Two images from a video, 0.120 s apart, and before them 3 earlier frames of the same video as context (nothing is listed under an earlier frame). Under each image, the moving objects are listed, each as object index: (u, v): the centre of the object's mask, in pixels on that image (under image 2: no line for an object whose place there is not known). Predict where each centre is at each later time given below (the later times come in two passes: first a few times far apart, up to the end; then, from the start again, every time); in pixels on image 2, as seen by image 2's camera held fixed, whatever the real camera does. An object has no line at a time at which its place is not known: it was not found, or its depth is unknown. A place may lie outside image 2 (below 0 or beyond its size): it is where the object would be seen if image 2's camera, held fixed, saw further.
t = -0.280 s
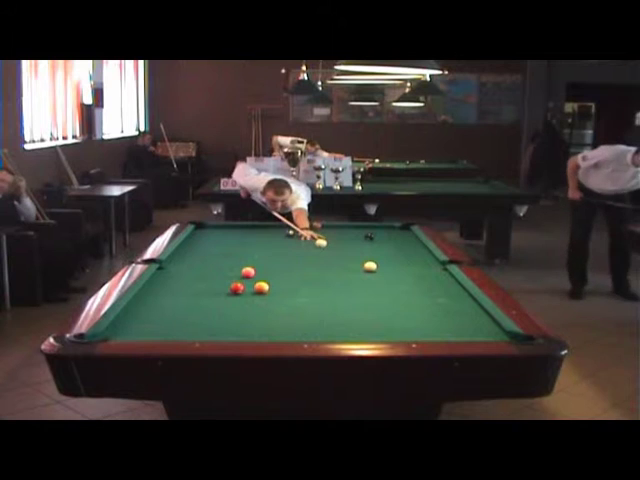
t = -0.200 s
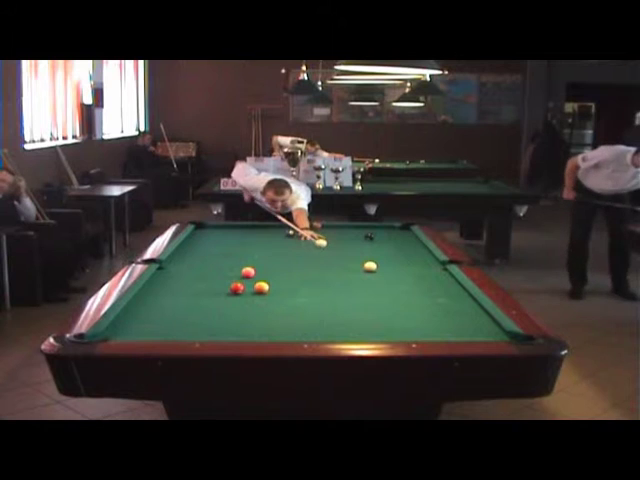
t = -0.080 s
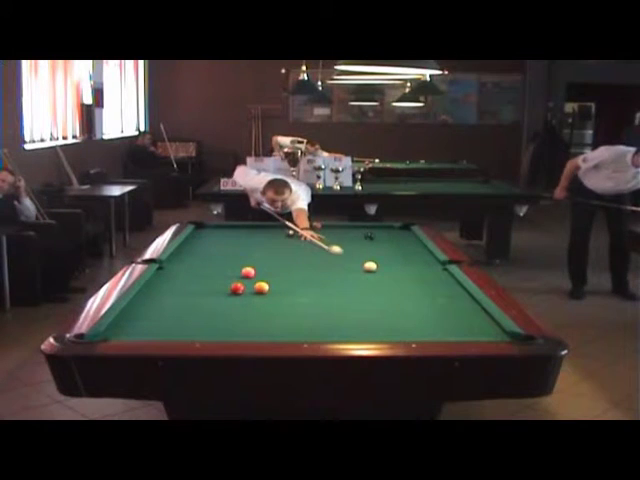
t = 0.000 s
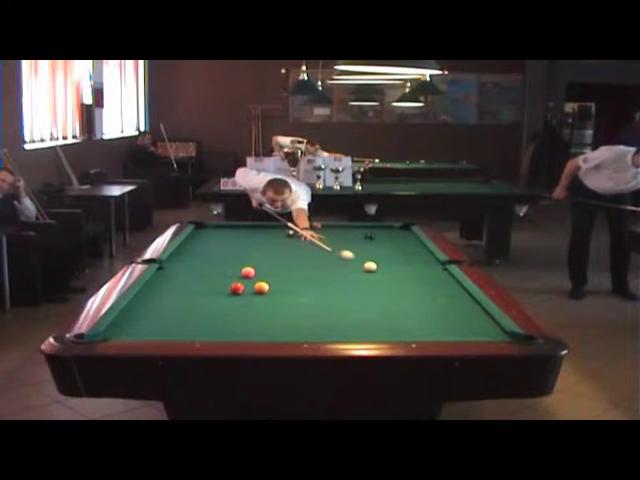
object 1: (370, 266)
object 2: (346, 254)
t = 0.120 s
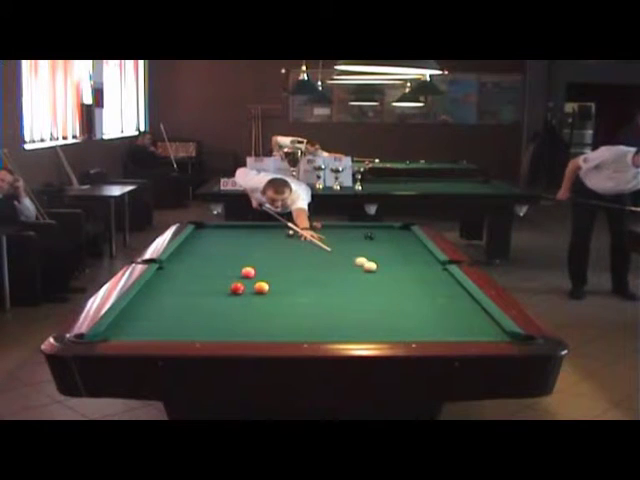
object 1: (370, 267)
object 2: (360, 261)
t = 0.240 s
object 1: (376, 271)
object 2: (369, 264)
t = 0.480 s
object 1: (391, 280)
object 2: (382, 267)
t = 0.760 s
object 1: (409, 292)
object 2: (395, 270)
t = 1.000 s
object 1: (427, 303)
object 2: (407, 273)
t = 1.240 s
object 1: (445, 316)
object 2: (418, 275)
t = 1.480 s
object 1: (466, 328)
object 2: (428, 277)
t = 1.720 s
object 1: (481, 333)
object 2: (437, 279)
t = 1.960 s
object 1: (484, 327)
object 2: (444, 281)
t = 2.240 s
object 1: (486, 319)
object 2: (453, 282)
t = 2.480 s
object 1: (478, 314)
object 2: (452, 283)
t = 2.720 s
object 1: (470, 310)
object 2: (451, 283)
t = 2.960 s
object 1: (463, 306)
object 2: (451, 283)
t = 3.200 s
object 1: (458, 303)
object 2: (451, 283)
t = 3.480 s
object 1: (452, 301)
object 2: (451, 283)
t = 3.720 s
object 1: (448, 299)
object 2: (451, 283)
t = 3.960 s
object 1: (445, 297)
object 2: (451, 283)
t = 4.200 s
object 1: (442, 296)
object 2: (451, 283)
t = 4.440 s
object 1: (440, 294)
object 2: (451, 283)
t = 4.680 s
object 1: (440, 294)
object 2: (451, 283)
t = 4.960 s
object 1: (440, 294)
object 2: (452, 283)
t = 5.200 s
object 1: (440, 294)
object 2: (451, 283)
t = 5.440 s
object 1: (441, 294)
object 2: (452, 283)
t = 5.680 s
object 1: (440, 294)
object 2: (451, 283)
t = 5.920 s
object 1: (440, 294)
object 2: (451, 283)
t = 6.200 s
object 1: (440, 294)
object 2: (451, 283)
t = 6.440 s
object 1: (440, 293)
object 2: (451, 283)
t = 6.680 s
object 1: (440, 294)
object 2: (451, 283)
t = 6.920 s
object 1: (441, 294)
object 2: (451, 283)
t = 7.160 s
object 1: (441, 294)
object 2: (451, 283)
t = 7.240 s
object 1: (441, 294)
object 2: (451, 283)
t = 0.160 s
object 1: (370, 267)
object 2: (364, 262)
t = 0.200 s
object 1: (373, 269)
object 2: (366, 263)
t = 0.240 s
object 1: (376, 271)
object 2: (369, 264)
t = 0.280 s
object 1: (378, 272)
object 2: (371, 265)
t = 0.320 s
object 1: (381, 274)
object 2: (373, 265)
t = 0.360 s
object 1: (383, 275)
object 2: (375, 266)
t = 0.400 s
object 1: (386, 276)
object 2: (377, 266)
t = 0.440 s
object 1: (388, 278)
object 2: (380, 267)
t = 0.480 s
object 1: (391, 280)
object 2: (382, 267)
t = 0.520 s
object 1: (393, 281)
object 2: (384, 268)
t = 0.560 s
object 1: (396, 283)
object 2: (385, 268)
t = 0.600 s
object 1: (398, 285)
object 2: (388, 269)
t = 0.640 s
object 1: (401, 287)
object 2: (390, 269)
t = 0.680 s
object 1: (404, 289)
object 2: (392, 270)
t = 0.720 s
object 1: (407, 290)
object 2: (394, 270)
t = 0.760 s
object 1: (409, 292)
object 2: (395, 270)
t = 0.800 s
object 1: (412, 294)
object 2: (397, 271)
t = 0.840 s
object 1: (415, 296)
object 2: (399, 272)
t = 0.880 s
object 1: (418, 298)
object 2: (401, 272)
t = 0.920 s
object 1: (421, 300)
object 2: (403, 272)
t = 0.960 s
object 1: (424, 301)
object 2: (405, 273)
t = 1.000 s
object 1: (427, 303)
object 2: (407, 273)
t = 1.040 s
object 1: (430, 305)
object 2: (409, 273)
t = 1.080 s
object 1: (433, 307)
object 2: (411, 274)
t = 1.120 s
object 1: (436, 310)
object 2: (412, 274)
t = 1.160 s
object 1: (439, 311)
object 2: (414, 275)
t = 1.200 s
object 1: (442, 313)
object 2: (416, 275)
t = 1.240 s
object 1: (445, 316)
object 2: (418, 275)
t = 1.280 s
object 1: (448, 318)
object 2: (419, 276)
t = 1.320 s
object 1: (452, 320)
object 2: (421, 276)
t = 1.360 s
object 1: (455, 322)
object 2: (423, 277)
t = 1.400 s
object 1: (459, 324)
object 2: (424, 277)
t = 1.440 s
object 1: (462, 326)
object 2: (426, 277)
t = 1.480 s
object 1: (466, 328)
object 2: (428, 277)
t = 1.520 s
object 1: (469, 330)
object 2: (429, 278)
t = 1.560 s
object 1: (472, 331)
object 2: (431, 278)
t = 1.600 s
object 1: (476, 333)
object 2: (432, 278)
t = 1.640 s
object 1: (479, 334)
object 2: (434, 279)
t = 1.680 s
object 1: (480, 334)
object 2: (435, 279)
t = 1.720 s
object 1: (481, 333)
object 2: (437, 279)
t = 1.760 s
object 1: (481, 332)
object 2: (438, 280)
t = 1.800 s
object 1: (482, 331)
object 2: (439, 280)
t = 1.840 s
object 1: (483, 330)
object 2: (440, 280)
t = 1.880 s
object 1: (483, 329)
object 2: (442, 280)
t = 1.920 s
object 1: (484, 328)
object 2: (443, 281)
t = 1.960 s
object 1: (484, 327)
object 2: (444, 281)
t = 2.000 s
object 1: (485, 325)
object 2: (445, 281)
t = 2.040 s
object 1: (485, 325)
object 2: (446, 282)
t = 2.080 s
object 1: (486, 323)
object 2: (448, 282)
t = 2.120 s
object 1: (486, 322)
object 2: (449, 282)
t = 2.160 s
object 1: (486, 321)
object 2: (450, 282)
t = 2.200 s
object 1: (487, 319)
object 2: (451, 282)
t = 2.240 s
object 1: (486, 319)
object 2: (453, 282)
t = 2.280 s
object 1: (484, 318)
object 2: (453, 282)
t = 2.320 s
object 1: (483, 317)
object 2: (453, 283)
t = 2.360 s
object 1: (482, 316)
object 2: (453, 283)
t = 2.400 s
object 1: (480, 316)
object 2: (453, 283)
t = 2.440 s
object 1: (479, 315)
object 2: (452, 283)
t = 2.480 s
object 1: (478, 314)
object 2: (452, 283)
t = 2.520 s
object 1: (476, 313)
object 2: (452, 283)
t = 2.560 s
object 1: (475, 312)
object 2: (452, 283)
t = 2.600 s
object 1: (474, 312)
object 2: (452, 283)
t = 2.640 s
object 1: (473, 311)
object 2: (451, 283)
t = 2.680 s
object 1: (471, 311)
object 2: (451, 283)
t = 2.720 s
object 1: (470, 310)
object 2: (451, 283)
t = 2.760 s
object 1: (469, 309)
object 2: (451, 283)
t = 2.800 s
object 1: (467, 309)
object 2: (451, 283)
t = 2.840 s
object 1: (466, 308)
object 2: (451, 283)
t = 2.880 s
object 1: (465, 308)
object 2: (451, 283)
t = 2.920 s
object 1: (464, 307)
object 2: (451, 283)
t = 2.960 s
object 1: (463, 306)
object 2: (451, 283)
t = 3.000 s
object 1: (462, 306)
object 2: (451, 283)
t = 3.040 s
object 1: (462, 305)
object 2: (451, 283)
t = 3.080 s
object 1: (461, 305)
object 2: (451, 283)
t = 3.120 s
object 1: (460, 304)
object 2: (451, 283)
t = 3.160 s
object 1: (459, 304)
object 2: (451, 283)
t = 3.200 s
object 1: (458, 303)
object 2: (451, 283)
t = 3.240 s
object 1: (457, 303)
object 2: (451, 283)
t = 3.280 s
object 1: (456, 302)
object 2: (451, 283)
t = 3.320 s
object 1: (455, 302)
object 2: (451, 283)
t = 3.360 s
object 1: (455, 302)
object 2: (451, 283)
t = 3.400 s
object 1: (454, 301)
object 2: (451, 283)
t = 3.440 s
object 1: (453, 301)
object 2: (451, 283)
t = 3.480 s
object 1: (452, 301)
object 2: (451, 283)
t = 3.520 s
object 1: (452, 300)
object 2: (451, 283)
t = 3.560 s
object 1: (451, 300)
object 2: (451, 283)
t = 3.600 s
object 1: (450, 300)
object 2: (451, 283)
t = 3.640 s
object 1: (449, 299)
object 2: (451, 283)
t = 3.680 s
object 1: (449, 299)
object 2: (451, 283)
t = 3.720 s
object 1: (448, 299)
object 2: (451, 283)
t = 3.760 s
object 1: (447, 298)
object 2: (451, 283)
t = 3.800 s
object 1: (447, 298)
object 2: (451, 283)
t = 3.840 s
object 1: (446, 298)
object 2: (451, 283)
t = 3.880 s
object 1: (446, 298)
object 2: (451, 283)
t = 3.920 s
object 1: (446, 297)
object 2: (451, 283)
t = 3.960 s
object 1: (445, 297)
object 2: (451, 283)
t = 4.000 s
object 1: (444, 296)
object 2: (451, 283)
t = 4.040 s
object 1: (444, 296)
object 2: (451, 283)
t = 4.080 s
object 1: (443, 296)
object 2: (451, 283)
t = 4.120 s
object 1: (443, 295)
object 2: (451, 283)
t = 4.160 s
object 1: (443, 296)
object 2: (451, 283)
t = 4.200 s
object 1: (442, 296)
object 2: (451, 283)
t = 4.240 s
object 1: (442, 295)
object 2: (451, 283)
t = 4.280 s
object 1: (441, 295)
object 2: (451, 283)
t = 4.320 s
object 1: (441, 295)
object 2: (451, 283)
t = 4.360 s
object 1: (441, 294)
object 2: (452, 283)
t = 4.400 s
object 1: (441, 294)
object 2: (452, 283)
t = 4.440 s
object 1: (440, 294)
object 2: (451, 283)
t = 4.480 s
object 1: (440, 294)
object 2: (451, 283)
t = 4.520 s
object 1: (440, 294)
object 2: (451, 283)
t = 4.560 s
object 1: (440, 294)
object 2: (452, 283)
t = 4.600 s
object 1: (440, 294)
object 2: (452, 283)
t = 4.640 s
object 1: (440, 294)
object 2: (452, 283)
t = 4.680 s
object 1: (440, 294)
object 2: (451, 283)
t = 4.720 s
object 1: (440, 293)
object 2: (451, 283)
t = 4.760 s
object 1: (440, 294)
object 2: (451, 283)
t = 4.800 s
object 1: (440, 294)
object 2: (451, 283)
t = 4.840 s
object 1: (440, 294)
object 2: (451, 283)
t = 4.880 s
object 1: (440, 294)
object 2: (451, 283)
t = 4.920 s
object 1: (440, 294)
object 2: (451, 283)
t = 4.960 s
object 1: (440, 294)
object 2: (452, 283)
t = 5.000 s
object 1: (440, 294)
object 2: (451, 283)
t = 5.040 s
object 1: (440, 294)
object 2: (451, 284)
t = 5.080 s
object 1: (440, 294)
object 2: (451, 283)
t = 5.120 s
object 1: (440, 294)
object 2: (451, 283)
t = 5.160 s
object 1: (440, 294)
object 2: (452, 283)
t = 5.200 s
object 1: (440, 294)
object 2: (451, 283)
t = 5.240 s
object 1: (440, 294)
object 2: (451, 283)
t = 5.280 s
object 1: (440, 294)
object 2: (451, 283)
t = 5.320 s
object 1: (441, 294)
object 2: (452, 283)
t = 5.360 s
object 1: (441, 294)
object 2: (452, 283)
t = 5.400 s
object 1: (441, 294)
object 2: (452, 283)
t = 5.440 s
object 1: (441, 294)
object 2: (452, 283)
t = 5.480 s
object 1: (440, 294)
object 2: (451, 283)
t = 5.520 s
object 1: (441, 294)
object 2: (451, 284)
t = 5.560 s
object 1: (441, 294)
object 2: (452, 283)
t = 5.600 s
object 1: (440, 294)
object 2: (451, 283)
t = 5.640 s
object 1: (440, 294)
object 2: (451, 283)
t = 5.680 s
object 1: (440, 294)
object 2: (451, 283)
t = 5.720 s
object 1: (440, 294)
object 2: (450, 283)
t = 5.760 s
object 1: (440, 293)
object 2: (451, 282)
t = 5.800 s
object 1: (440, 293)
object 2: (451, 282)
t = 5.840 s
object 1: (440, 294)
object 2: (451, 283)
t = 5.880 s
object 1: (440, 293)
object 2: (451, 283)
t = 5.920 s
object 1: (440, 294)
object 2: (451, 283)
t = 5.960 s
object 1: (440, 294)
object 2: (450, 283)
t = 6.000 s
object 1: (440, 294)
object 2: (450, 283)
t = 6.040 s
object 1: (440, 293)
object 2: (451, 282)
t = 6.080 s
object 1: (440, 293)
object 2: (451, 283)
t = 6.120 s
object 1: (439, 294)
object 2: (450, 283)
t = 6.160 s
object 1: (440, 293)
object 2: (451, 283)
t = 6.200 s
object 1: (440, 294)
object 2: (451, 283)
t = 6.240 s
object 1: (440, 294)
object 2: (451, 283)
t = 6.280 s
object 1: (439, 293)
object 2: (450, 282)
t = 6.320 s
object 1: (439, 294)
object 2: (450, 283)
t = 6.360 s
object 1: (439, 294)
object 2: (450, 283)
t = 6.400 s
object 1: (440, 293)
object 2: (451, 282)
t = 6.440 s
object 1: (440, 293)
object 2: (451, 283)
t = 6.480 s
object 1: (440, 293)
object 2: (451, 283)
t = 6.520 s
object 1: (439, 294)
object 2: (451, 283)
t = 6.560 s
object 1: (439, 294)
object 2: (450, 283)
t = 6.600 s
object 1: (439, 293)
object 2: (450, 283)
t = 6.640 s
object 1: (440, 293)
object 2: (451, 282)
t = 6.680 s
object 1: (440, 294)
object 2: (451, 283)
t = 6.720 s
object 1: (440, 294)
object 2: (451, 283)
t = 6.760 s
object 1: (440, 294)
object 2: (451, 283)
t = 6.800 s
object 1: (440, 294)
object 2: (451, 283)
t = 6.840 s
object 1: (440, 294)
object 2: (451, 283)
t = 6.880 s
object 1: (440, 294)
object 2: (451, 283)
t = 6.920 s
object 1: (441, 294)
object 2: (451, 283)
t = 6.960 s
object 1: (441, 294)
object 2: (451, 283)
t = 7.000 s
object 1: (441, 294)
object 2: (451, 283)
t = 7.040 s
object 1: (441, 294)
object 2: (451, 283)
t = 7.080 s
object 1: (441, 294)
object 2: (451, 283)
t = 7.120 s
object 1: (441, 294)
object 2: (451, 283)
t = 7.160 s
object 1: (441, 294)
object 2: (451, 283)
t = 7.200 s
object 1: (441, 294)
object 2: (451, 283)
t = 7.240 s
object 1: (441, 294)
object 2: (451, 283)
